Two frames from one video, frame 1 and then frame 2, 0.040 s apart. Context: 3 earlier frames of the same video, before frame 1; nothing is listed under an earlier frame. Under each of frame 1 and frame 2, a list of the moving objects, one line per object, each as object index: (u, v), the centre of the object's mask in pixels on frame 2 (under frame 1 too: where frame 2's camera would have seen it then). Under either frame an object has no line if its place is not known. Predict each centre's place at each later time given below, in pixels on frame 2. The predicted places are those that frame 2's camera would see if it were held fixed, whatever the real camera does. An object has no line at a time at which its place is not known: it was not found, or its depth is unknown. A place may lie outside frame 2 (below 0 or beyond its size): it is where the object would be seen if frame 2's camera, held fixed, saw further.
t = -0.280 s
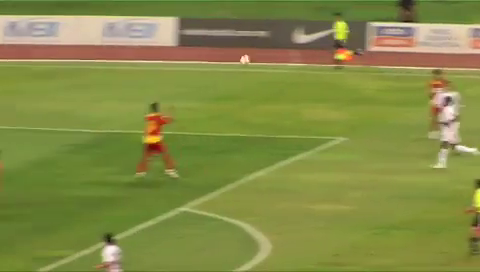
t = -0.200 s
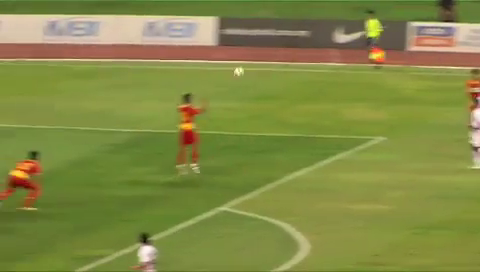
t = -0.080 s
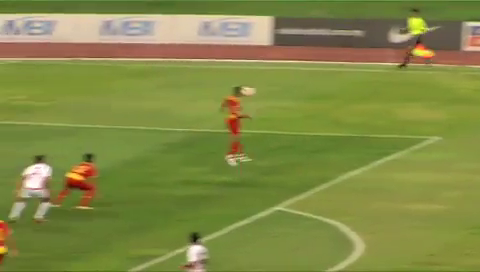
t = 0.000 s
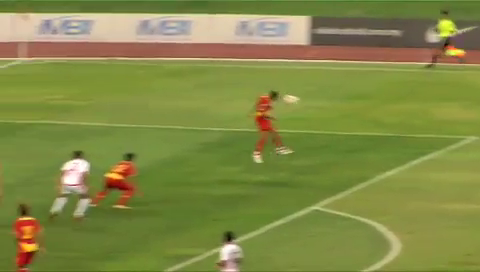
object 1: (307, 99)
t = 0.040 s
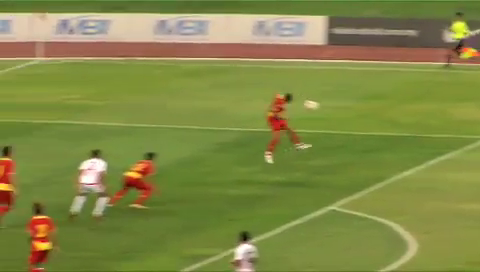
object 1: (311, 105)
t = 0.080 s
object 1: (315, 111)
